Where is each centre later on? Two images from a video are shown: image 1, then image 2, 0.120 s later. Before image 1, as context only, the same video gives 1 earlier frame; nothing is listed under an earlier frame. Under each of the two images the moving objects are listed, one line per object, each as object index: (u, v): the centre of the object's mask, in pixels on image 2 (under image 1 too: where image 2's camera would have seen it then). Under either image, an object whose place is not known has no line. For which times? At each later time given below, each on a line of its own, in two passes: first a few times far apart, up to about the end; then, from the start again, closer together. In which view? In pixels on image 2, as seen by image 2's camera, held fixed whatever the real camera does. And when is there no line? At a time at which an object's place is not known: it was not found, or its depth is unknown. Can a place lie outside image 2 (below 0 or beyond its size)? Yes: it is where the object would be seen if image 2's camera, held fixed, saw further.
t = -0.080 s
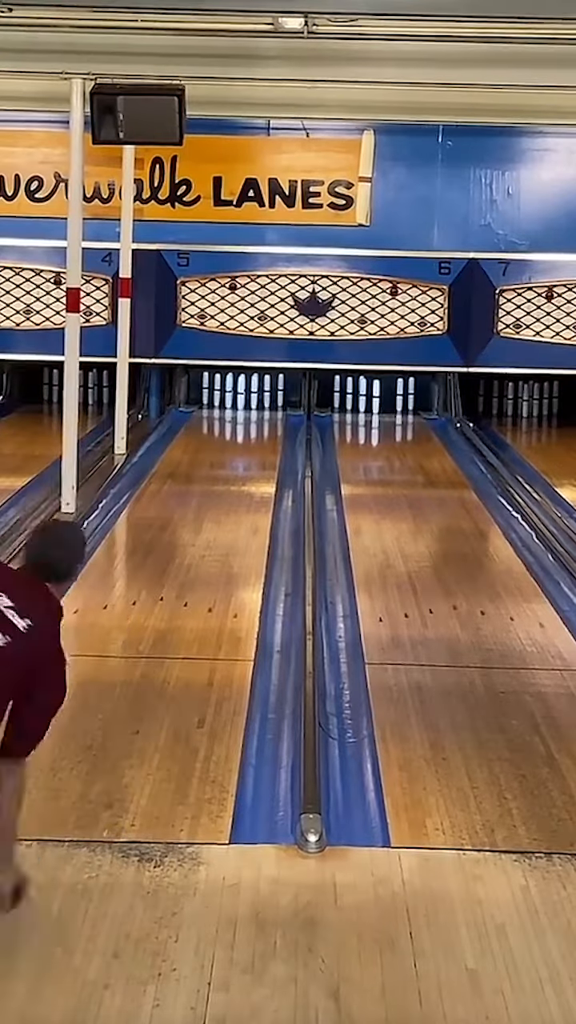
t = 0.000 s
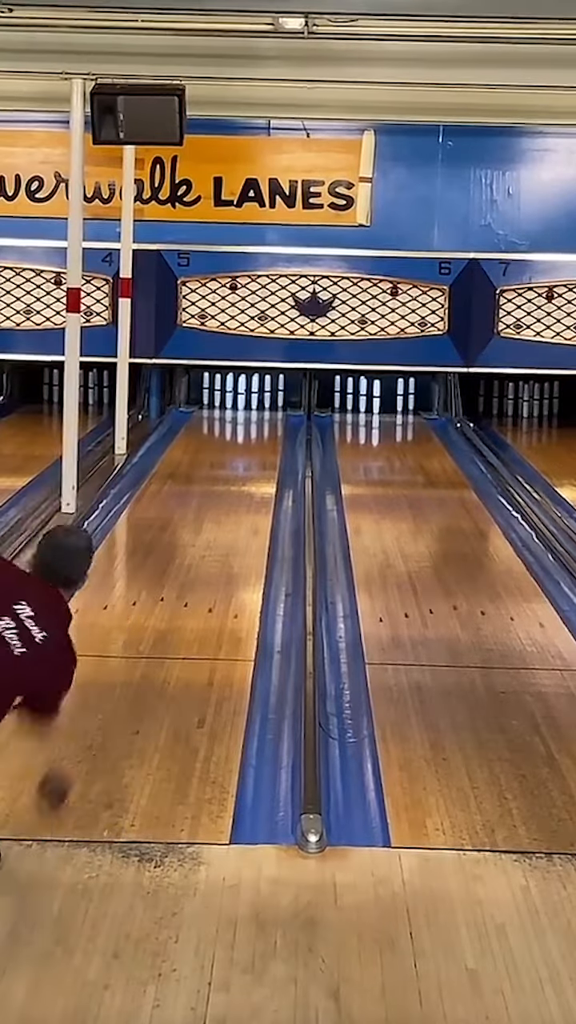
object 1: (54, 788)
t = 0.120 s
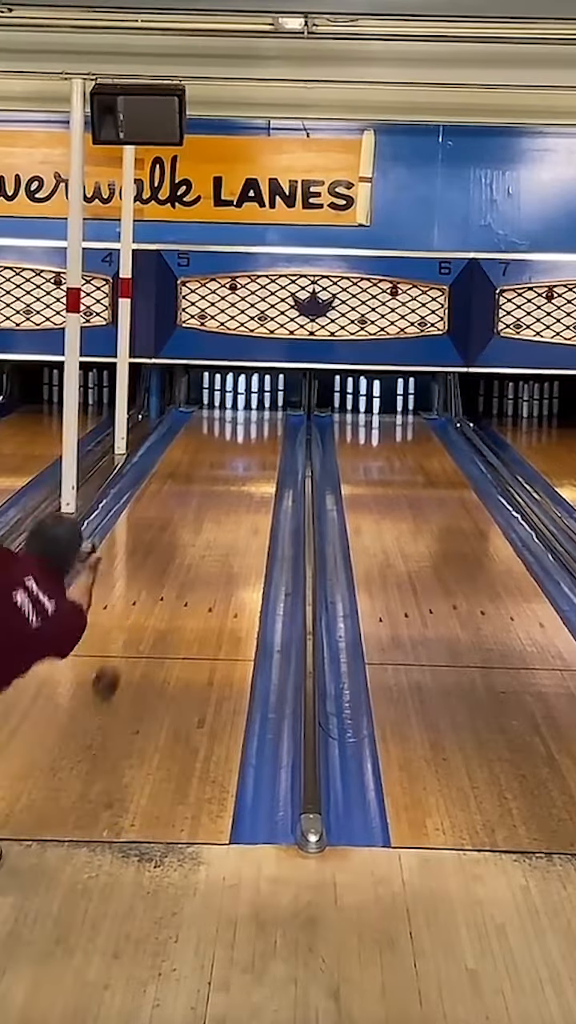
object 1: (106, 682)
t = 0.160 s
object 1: (119, 655)
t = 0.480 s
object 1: (183, 521)
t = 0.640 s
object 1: (202, 484)
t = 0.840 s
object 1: (219, 451)
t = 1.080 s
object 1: (233, 423)
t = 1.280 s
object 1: (240, 406)
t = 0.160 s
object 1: (119, 655)
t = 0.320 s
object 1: (158, 573)
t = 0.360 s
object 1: (165, 558)
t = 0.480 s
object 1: (183, 521)
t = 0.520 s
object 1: (188, 511)
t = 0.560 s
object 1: (193, 501)
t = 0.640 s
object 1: (202, 484)
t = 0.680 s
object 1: (205, 477)
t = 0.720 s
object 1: (209, 469)
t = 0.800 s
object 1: (216, 457)
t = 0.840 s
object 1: (219, 451)
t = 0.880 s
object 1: (221, 445)
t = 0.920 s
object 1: (225, 440)
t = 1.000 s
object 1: (229, 430)
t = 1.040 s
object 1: (231, 428)
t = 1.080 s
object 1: (233, 423)
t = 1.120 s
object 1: (235, 419)
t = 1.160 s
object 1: (237, 415)
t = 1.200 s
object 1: (239, 413)
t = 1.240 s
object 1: (240, 409)
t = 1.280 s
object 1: (240, 406)
